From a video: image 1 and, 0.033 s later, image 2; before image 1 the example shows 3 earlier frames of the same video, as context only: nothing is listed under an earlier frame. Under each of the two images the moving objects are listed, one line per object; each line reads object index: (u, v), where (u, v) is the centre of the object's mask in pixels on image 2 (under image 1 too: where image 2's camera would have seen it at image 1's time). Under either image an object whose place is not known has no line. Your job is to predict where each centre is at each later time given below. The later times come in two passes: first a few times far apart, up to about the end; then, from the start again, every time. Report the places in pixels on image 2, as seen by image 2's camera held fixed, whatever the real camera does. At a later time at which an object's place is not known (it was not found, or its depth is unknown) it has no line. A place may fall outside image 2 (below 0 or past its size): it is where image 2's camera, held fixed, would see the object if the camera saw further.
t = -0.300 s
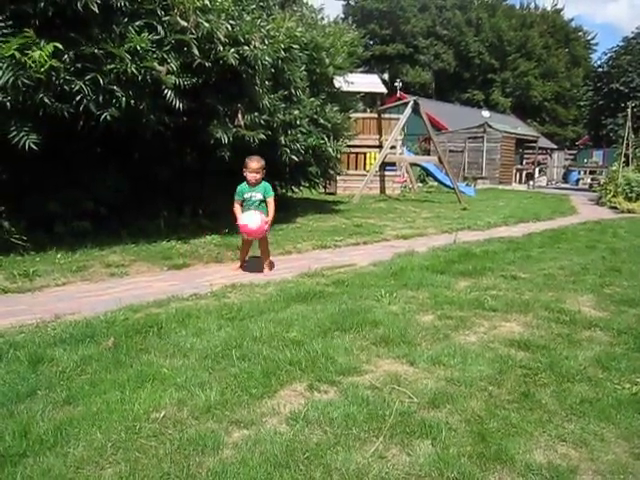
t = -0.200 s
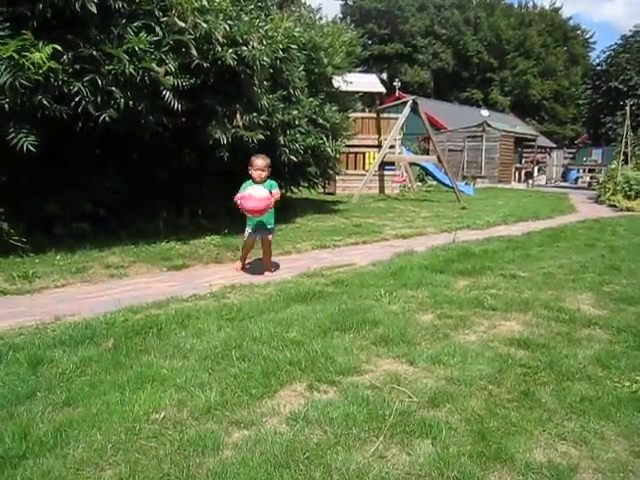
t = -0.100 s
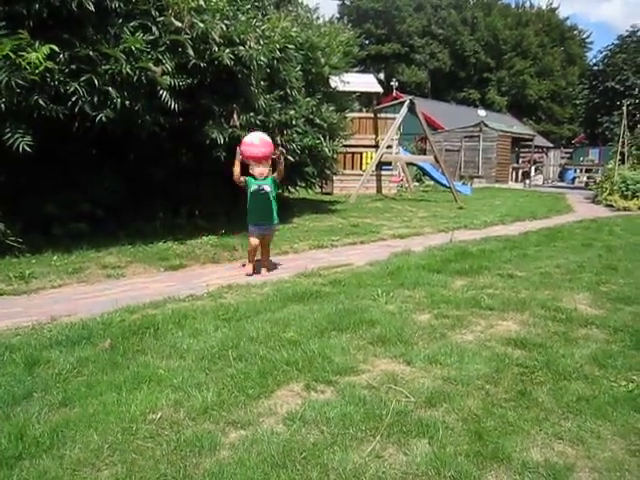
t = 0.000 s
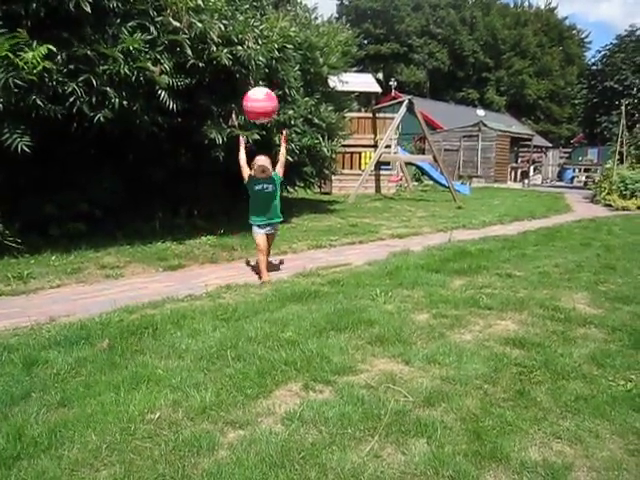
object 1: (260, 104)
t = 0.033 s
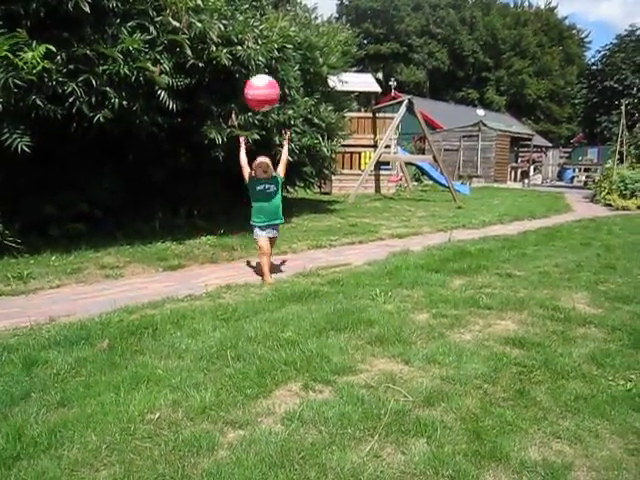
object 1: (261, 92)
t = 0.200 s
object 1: (272, 55)
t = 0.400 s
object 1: (288, 75)
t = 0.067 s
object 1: (263, 81)
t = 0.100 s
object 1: (265, 73)
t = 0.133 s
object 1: (267, 65)
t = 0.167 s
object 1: (270, 60)
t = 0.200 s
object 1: (272, 55)
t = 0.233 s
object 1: (275, 54)
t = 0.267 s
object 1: (277, 53)
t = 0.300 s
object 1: (280, 55)
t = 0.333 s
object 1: (282, 59)
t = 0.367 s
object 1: (285, 66)
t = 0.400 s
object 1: (288, 75)
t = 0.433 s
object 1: (292, 86)
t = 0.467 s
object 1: (295, 99)
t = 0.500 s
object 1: (298, 115)
